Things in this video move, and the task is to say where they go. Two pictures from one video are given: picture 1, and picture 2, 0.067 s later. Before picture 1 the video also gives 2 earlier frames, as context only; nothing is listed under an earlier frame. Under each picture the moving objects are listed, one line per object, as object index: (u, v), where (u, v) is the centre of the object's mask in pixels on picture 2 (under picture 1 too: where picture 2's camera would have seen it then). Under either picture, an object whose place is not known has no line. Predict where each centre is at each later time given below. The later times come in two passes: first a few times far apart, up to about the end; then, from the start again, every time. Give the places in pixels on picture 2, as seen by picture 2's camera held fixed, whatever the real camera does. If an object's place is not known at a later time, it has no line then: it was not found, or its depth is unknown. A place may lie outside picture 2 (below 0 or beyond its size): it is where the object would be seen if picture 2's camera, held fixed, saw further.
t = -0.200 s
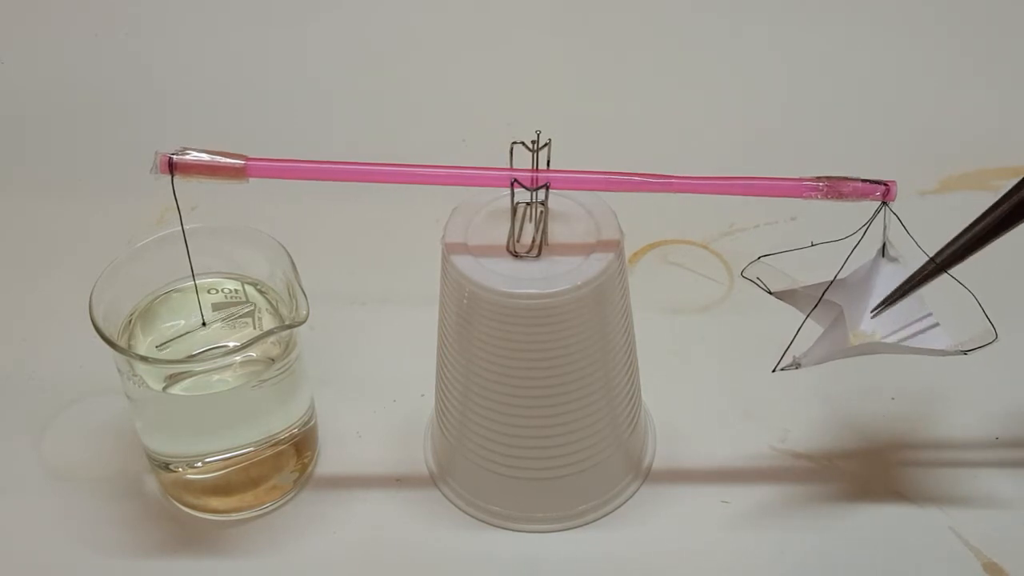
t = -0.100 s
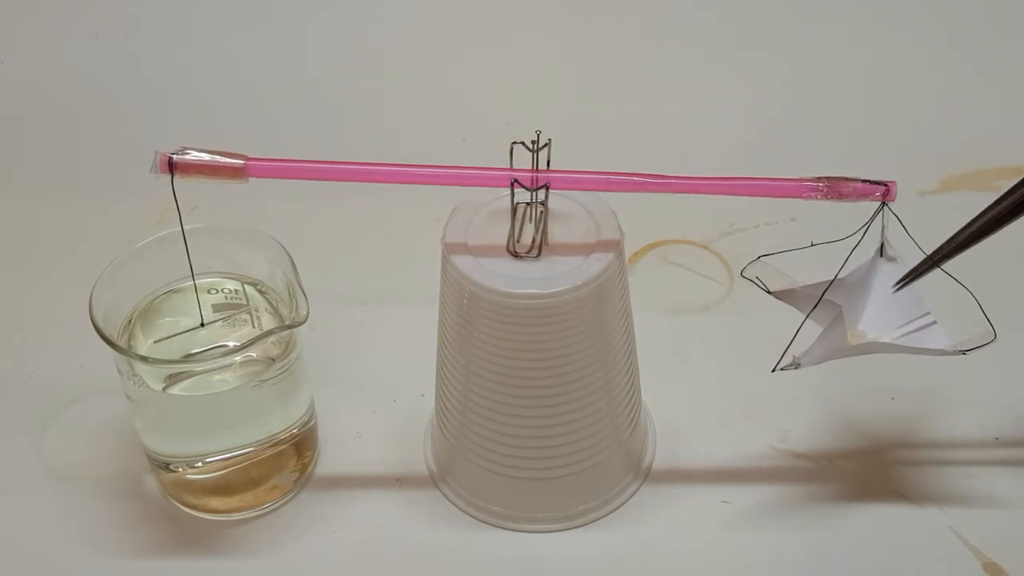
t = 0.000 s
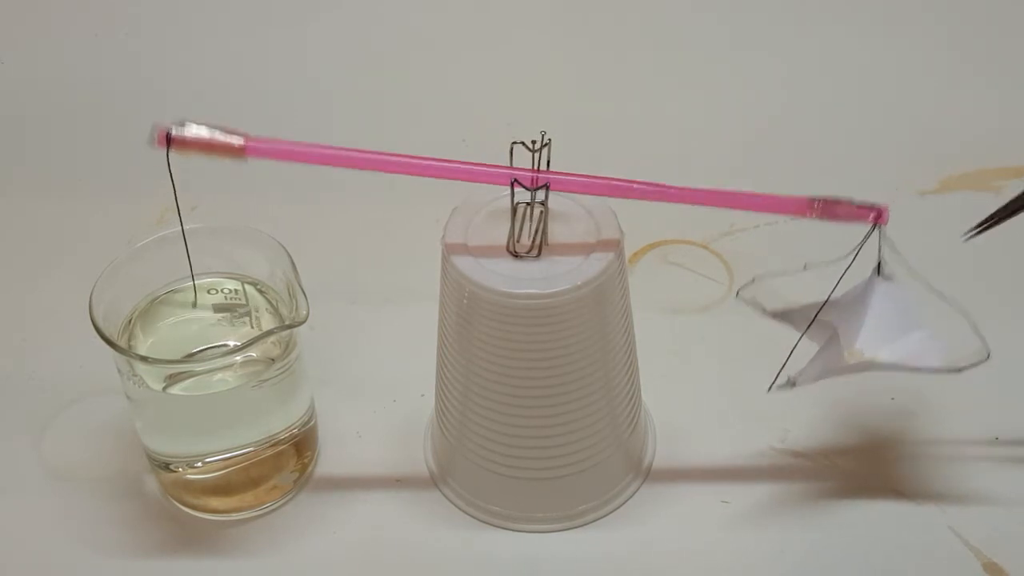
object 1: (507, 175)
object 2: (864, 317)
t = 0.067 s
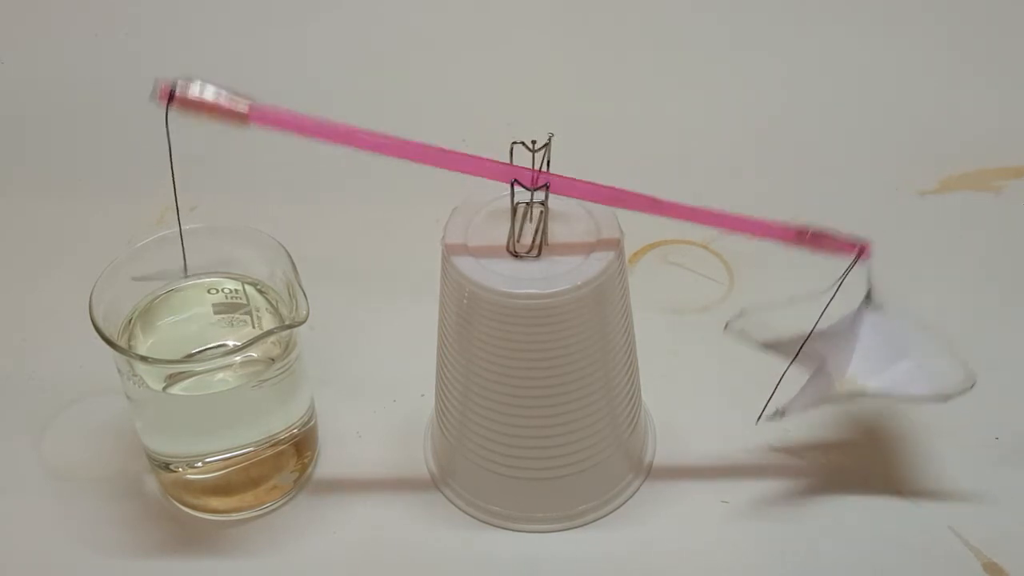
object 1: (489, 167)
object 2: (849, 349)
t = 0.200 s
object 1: (505, 159)
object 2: (782, 407)
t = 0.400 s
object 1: (487, 162)
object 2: (813, 380)
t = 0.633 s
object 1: (490, 160)
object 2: (800, 395)
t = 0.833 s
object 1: (479, 154)
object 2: (798, 399)
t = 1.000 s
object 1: (477, 153)
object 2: (798, 398)
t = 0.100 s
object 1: (479, 160)
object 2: (837, 368)
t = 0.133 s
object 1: (475, 152)
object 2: (818, 388)
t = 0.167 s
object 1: (490, 153)
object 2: (804, 399)
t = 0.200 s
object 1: (505, 159)
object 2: (782, 407)
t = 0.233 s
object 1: (499, 157)
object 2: (784, 406)
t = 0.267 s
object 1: (481, 153)
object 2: (792, 405)
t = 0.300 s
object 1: (482, 156)
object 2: (810, 393)
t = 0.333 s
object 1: (486, 159)
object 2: (812, 388)
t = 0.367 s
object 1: (484, 161)
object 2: (813, 383)
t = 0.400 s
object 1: (487, 162)
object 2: (813, 380)
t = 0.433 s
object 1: (495, 164)
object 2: (811, 380)
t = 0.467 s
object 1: (483, 159)
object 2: (808, 384)
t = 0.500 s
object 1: (482, 156)
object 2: (804, 389)
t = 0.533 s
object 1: (479, 152)
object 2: (797, 398)
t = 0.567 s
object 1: (479, 151)
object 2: (790, 400)
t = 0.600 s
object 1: (480, 153)
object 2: (793, 399)
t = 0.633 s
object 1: (490, 160)
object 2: (800, 395)
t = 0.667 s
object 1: (491, 160)
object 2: (802, 392)
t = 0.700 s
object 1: (480, 156)
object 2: (803, 392)
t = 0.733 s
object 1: (490, 159)
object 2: (802, 394)
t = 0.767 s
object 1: (478, 152)
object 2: (798, 399)
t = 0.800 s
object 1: (487, 156)
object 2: (794, 400)
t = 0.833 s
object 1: (479, 154)
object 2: (798, 399)
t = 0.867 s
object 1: (489, 159)
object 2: (799, 397)
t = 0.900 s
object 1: (489, 159)
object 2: (799, 397)
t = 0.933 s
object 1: (489, 157)
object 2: (796, 399)
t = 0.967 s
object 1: (480, 154)
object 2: (796, 399)
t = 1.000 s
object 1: (477, 153)
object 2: (798, 398)
